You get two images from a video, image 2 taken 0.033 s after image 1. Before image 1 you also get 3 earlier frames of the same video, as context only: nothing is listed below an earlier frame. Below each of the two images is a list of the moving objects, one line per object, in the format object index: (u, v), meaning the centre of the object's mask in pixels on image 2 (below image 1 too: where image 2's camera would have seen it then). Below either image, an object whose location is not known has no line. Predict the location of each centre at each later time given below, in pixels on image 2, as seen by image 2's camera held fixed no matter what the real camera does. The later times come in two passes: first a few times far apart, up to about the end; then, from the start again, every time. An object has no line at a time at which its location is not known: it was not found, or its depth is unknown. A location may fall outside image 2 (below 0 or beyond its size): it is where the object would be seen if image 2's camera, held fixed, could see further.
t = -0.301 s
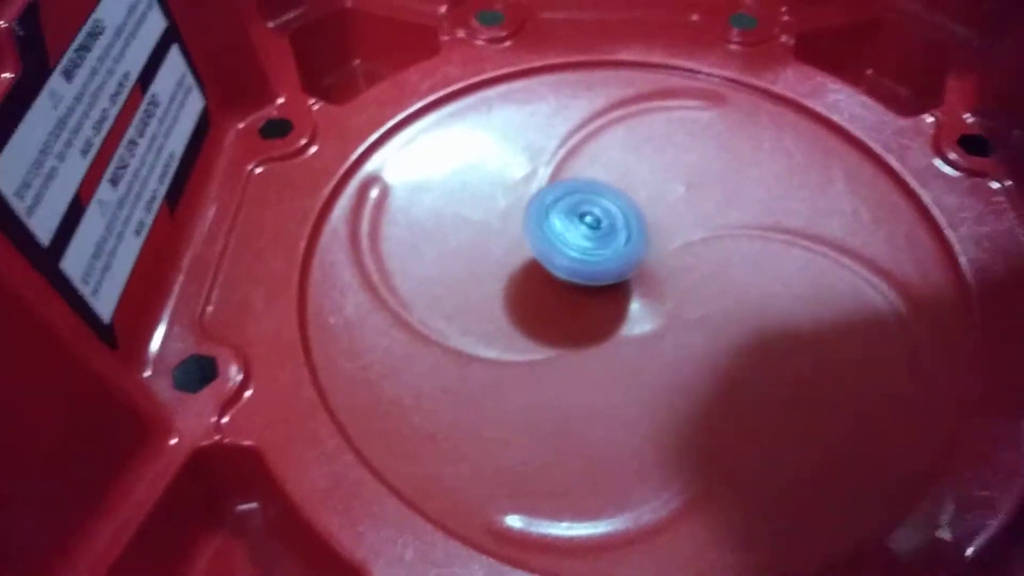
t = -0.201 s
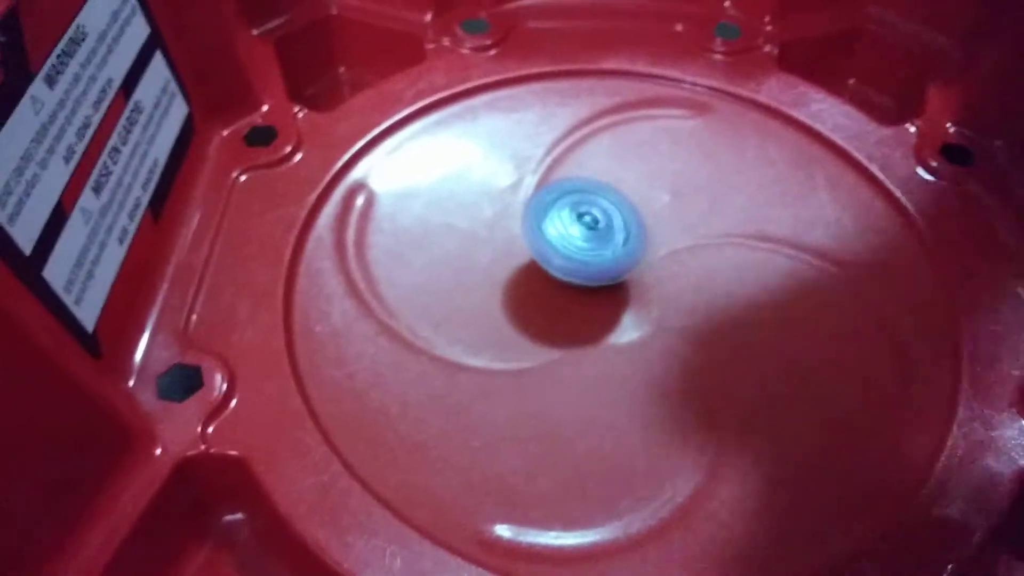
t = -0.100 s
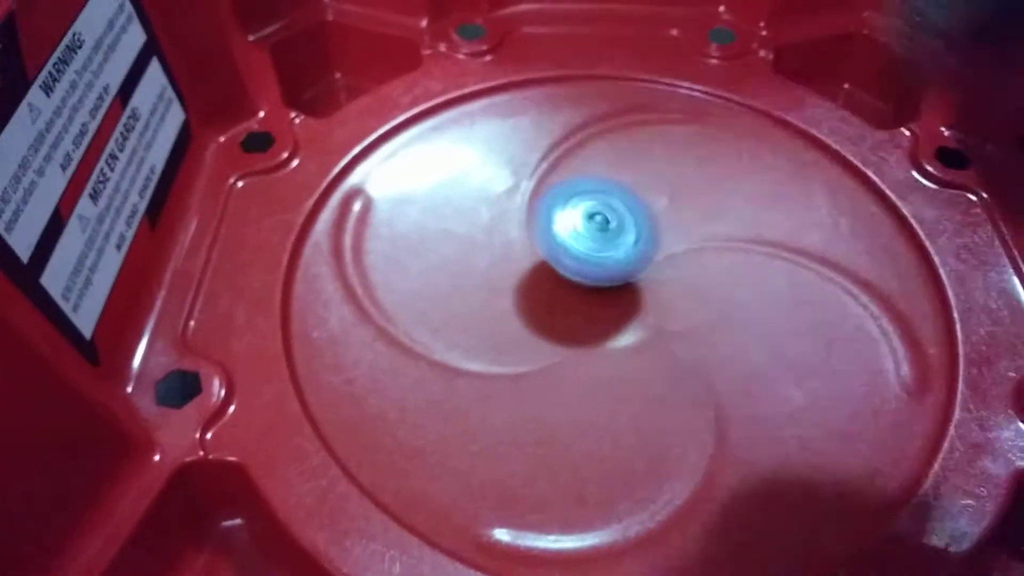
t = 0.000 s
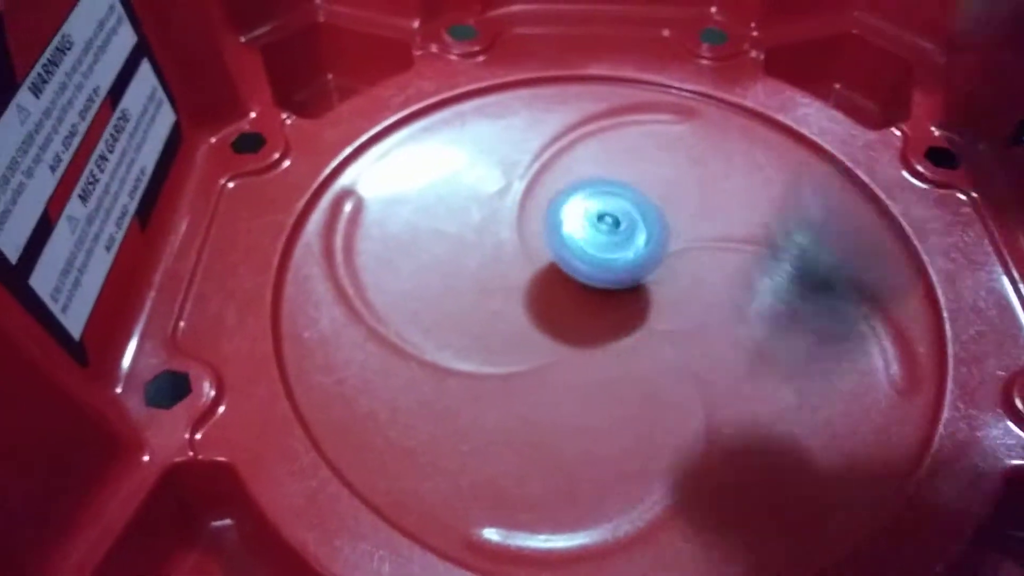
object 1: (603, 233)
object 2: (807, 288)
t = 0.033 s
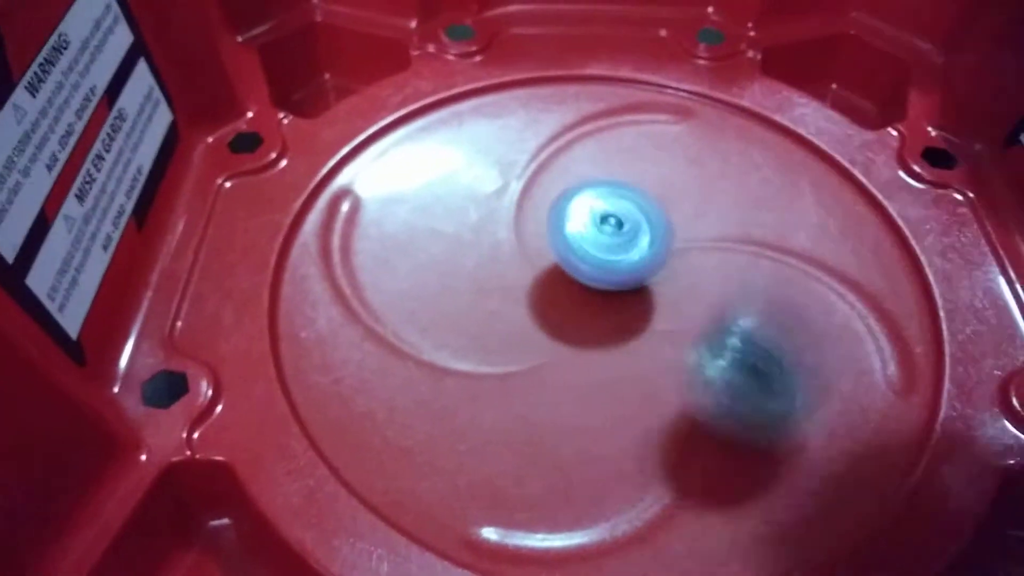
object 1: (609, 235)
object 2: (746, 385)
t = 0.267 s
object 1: (644, 260)
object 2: (444, 290)
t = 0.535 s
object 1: (681, 295)
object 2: (456, 120)
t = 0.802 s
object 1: (636, 318)
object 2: (456, 91)
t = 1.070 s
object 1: (558, 318)
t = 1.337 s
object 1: (549, 290)
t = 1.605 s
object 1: (563, 257)
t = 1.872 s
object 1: (540, 233)
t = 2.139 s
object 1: (525, 239)
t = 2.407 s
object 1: (593, 258)
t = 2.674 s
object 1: (625, 237)
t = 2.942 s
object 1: (611, 235)
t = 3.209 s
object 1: (590, 230)
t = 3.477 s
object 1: (628, 215)
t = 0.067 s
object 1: (614, 236)
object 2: (710, 354)
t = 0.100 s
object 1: (618, 234)
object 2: (662, 328)
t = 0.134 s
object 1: (628, 232)
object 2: (608, 319)
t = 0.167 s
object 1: (630, 245)
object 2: (552, 330)
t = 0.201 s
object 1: (634, 249)
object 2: (508, 328)
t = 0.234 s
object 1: (637, 254)
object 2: (476, 302)
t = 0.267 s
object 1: (644, 260)
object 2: (444, 290)
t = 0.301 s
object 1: (652, 265)
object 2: (425, 270)
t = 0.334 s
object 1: (659, 271)
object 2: (417, 246)
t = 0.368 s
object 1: (665, 276)
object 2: (420, 226)
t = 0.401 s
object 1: (671, 281)
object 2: (427, 205)
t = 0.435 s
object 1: (676, 286)
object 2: (436, 183)
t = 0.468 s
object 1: (679, 289)
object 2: (444, 158)
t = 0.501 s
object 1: (681, 293)
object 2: (452, 137)
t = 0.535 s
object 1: (681, 295)
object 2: (456, 120)
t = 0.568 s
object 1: (679, 298)
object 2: (460, 104)
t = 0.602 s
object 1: (677, 301)
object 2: (463, 91)
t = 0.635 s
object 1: (673, 304)
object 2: (466, 83)
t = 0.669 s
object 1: (669, 307)
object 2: (467, 79)
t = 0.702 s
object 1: (662, 310)
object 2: (466, 79)
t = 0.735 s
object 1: (654, 313)
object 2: (464, 81)
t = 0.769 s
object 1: (646, 315)
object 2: (460, 85)
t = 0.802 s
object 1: (636, 318)
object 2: (456, 91)
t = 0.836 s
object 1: (628, 320)
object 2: (456, 97)
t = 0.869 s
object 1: (619, 322)
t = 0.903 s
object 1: (608, 324)
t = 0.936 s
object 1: (598, 325)
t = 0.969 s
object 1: (587, 325)
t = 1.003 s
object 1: (576, 324)
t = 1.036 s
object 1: (567, 321)
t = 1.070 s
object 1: (558, 318)
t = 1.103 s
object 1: (553, 315)
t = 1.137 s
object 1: (551, 312)
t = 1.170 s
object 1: (549, 309)
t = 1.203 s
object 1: (548, 306)
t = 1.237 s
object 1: (547, 302)
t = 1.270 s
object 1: (547, 299)
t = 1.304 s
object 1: (548, 295)
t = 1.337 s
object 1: (549, 290)
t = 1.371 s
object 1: (551, 285)
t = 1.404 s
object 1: (552, 280)
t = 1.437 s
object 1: (555, 276)
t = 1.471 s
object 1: (556, 272)
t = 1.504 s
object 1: (559, 267)
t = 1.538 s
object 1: (560, 263)
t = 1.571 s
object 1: (561, 260)
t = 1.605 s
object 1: (563, 257)
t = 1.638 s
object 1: (566, 255)
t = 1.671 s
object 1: (569, 254)
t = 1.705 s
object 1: (573, 252)
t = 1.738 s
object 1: (575, 251)
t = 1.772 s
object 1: (576, 249)
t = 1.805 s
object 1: (576, 248)
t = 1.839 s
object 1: (561, 241)
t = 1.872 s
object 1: (540, 233)
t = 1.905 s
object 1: (523, 227)
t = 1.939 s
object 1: (509, 222)
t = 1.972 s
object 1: (501, 220)
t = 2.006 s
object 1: (499, 220)
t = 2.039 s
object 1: (501, 223)
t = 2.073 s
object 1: (507, 227)
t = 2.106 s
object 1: (514, 232)
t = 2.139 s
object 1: (525, 239)
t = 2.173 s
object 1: (535, 244)
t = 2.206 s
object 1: (548, 250)
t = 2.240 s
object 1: (560, 255)
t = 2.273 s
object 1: (572, 260)
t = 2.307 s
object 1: (580, 262)
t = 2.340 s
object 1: (587, 262)
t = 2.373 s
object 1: (590, 261)
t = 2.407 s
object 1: (593, 258)
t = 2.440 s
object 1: (596, 255)
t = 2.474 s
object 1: (602, 251)
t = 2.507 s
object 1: (610, 246)
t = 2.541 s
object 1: (617, 242)
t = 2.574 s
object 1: (622, 238)
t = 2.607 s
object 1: (626, 236)
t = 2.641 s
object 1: (626, 236)
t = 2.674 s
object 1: (625, 237)
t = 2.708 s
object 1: (621, 239)
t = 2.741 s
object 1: (617, 242)
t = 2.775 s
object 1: (615, 243)
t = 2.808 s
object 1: (613, 243)
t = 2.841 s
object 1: (612, 242)
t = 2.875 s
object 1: (611, 240)
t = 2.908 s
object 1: (611, 238)
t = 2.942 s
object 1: (611, 235)
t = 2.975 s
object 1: (609, 232)
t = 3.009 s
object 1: (606, 229)
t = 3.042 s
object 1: (603, 226)
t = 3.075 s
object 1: (600, 225)
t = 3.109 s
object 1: (598, 225)
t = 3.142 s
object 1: (595, 226)
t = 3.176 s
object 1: (592, 228)
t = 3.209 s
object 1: (590, 230)
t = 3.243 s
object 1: (588, 232)
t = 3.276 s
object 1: (587, 233)
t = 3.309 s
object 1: (588, 232)
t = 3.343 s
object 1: (598, 228)
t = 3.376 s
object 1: (609, 222)
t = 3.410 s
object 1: (616, 218)
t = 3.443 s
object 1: (622, 216)
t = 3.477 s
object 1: (628, 215)
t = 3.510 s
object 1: (632, 216)
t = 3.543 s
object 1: (636, 217)
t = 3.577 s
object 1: (638, 220)
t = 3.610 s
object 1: (641, 224)
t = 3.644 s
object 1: (641, 228)
